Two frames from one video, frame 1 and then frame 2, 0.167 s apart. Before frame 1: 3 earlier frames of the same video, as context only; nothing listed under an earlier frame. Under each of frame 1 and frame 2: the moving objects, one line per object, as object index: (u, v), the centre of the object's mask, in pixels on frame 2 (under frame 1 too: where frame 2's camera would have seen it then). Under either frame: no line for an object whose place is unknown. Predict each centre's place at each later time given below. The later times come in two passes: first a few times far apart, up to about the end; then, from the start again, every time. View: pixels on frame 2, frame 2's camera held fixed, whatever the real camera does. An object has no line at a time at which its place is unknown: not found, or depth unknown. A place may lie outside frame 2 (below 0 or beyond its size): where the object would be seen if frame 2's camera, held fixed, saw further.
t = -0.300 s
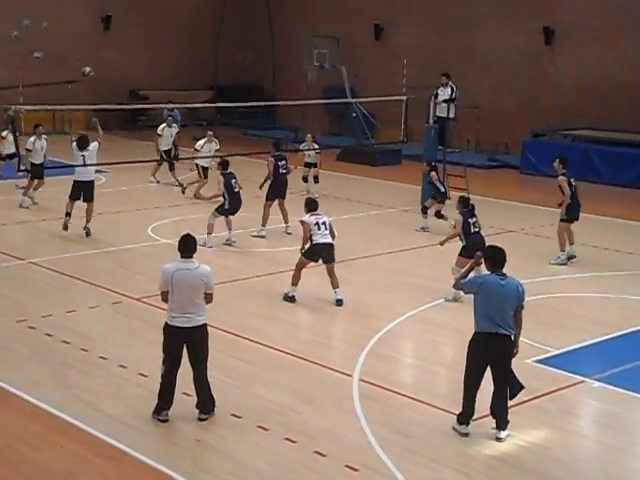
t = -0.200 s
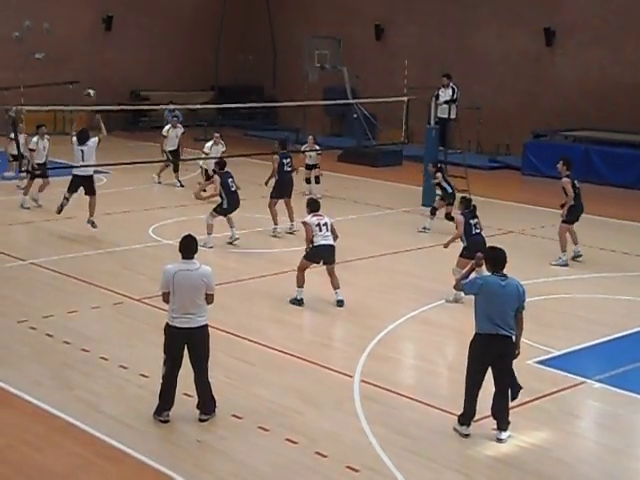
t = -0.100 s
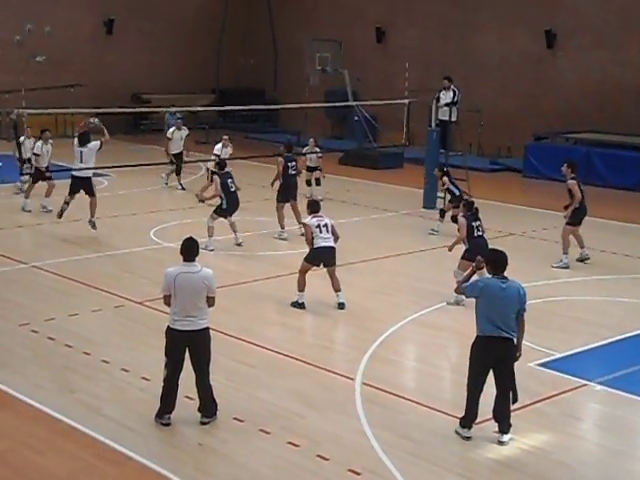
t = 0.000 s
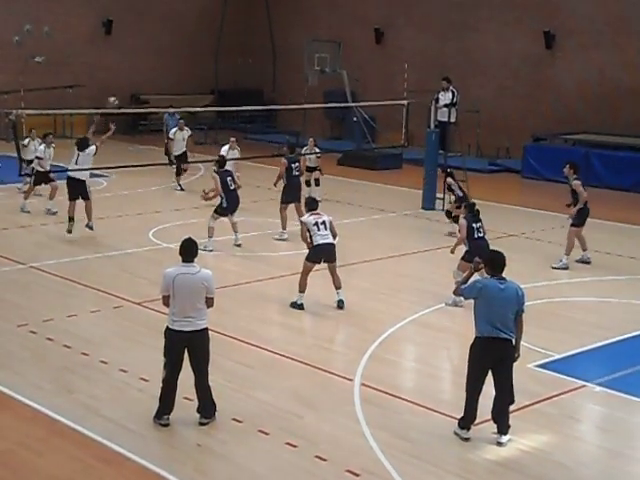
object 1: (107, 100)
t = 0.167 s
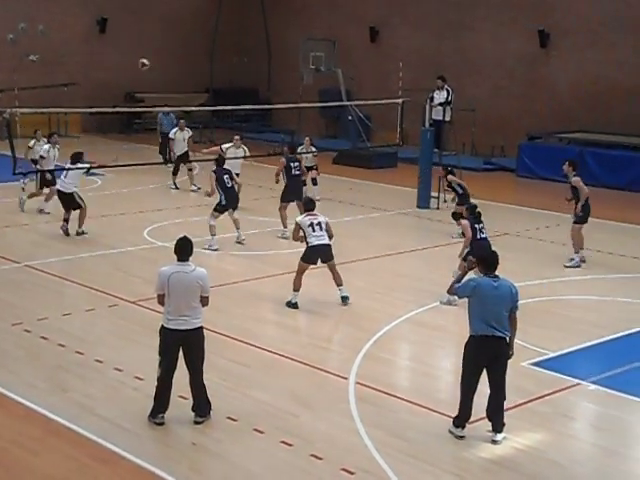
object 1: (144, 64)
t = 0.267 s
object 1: (164, 49)
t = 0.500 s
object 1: (210, 38)
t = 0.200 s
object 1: (150, 58)
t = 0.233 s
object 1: (157, 53)
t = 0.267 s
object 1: (164, 49)
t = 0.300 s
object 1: (171, 46)
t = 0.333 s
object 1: (178, 43)
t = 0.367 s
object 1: (185, 41)
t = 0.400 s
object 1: (191, 40)
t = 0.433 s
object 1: (198, 38)
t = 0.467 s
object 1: (204, 37)
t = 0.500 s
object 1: (210, 38)
